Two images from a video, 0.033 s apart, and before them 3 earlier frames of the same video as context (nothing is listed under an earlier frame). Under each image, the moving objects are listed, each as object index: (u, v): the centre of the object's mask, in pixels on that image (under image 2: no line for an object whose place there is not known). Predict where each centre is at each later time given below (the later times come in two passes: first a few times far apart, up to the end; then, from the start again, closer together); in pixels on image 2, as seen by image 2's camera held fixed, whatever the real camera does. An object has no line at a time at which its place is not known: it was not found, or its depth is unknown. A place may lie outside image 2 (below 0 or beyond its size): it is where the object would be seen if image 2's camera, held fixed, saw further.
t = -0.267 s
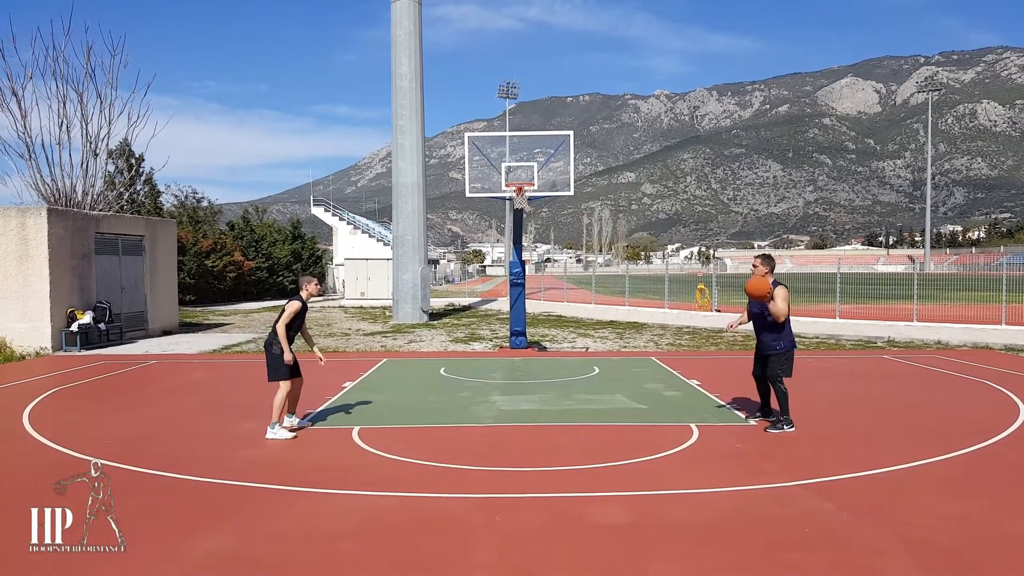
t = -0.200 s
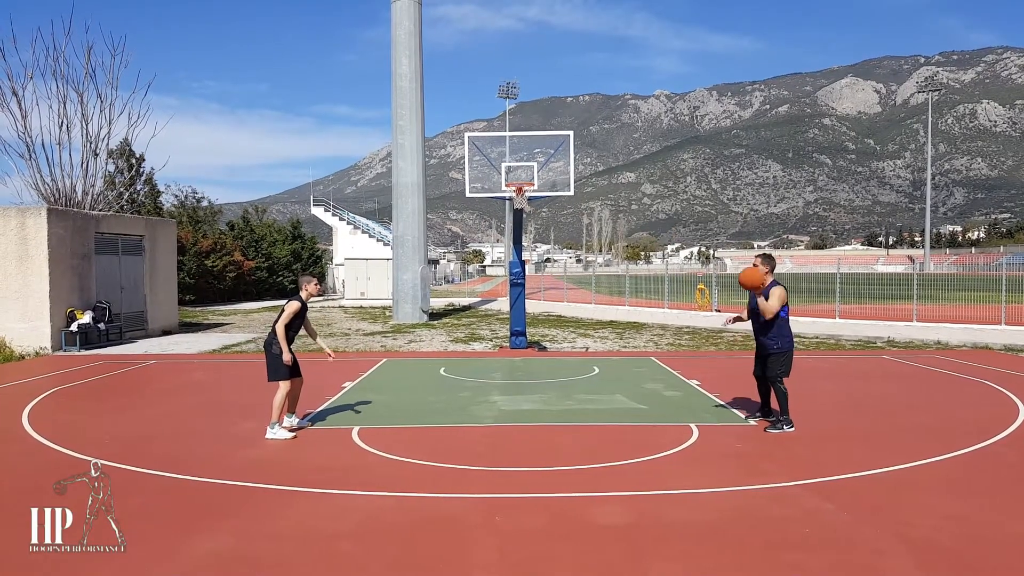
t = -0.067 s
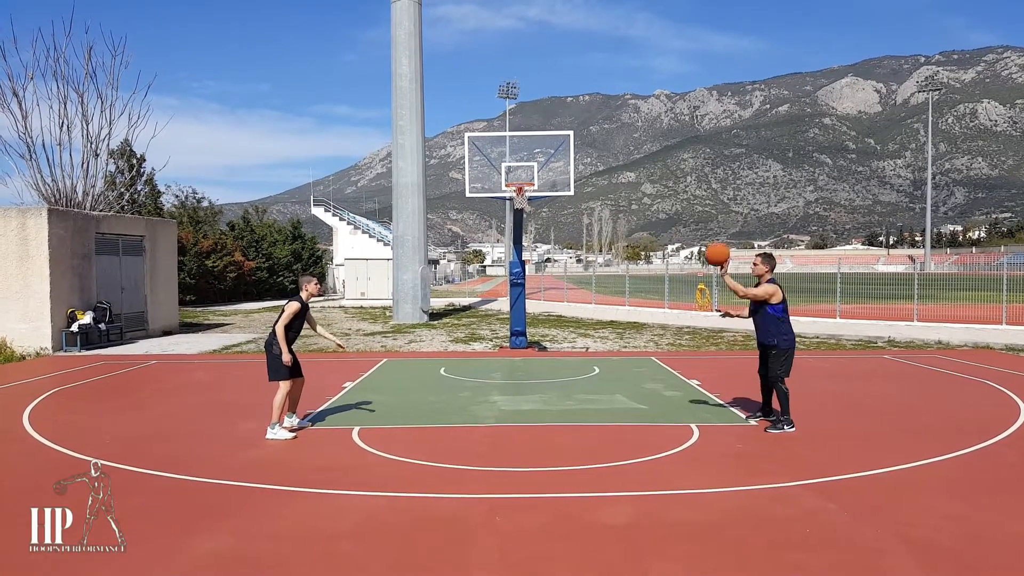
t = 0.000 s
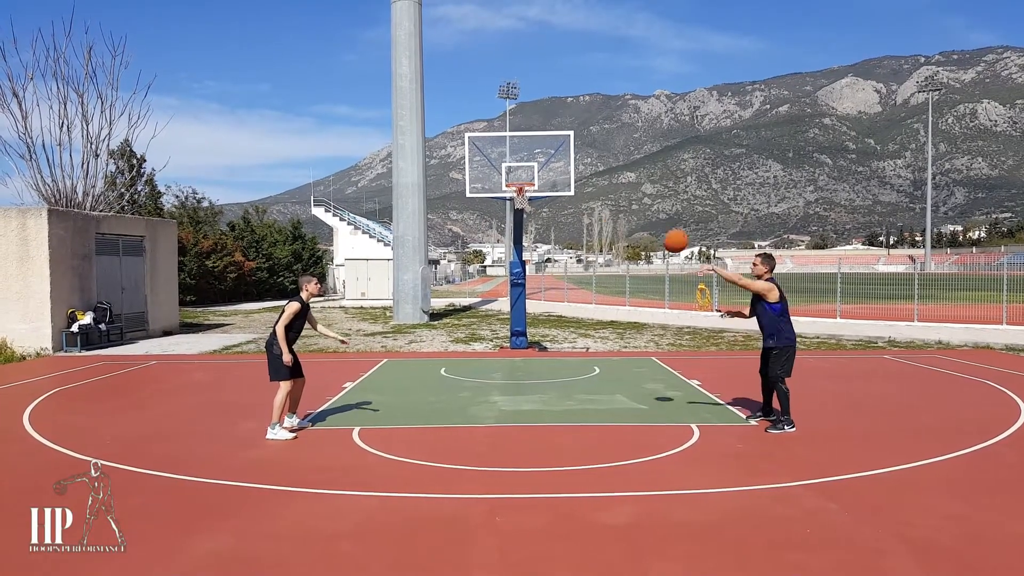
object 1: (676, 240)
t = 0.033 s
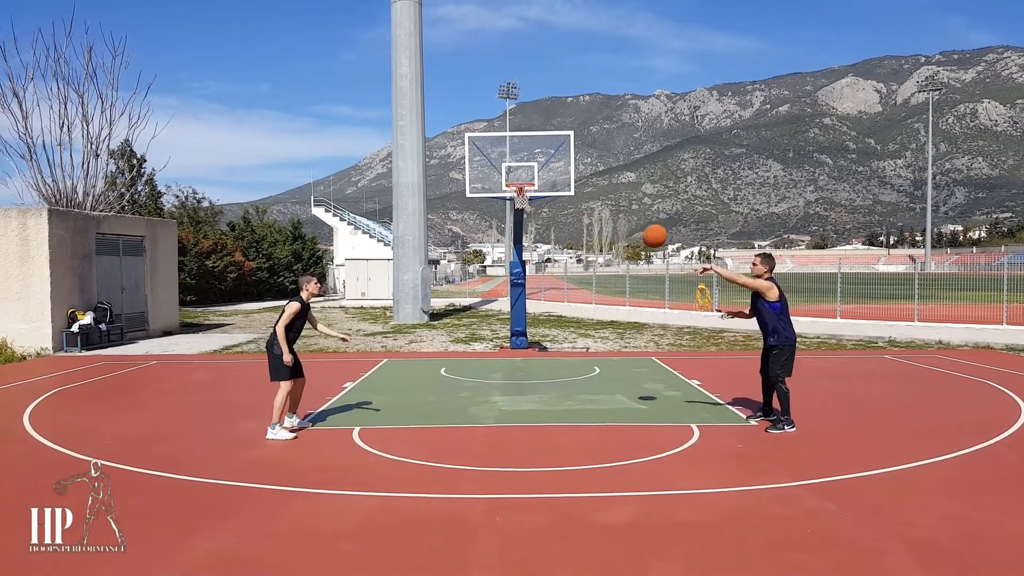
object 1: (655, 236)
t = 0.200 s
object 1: (553, 228)
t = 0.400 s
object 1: (438, 253)
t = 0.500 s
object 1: (383, 278)
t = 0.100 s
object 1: (613, 229)
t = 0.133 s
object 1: (592, 228)
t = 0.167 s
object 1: (573, 228)
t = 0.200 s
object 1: (553, 228)
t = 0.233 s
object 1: (534, 230)
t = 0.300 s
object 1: (495, 236)
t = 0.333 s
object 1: (476, 241)
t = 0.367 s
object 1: (457, 246)
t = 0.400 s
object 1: (438, 253)
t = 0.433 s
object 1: (420, 261)
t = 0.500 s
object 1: (383, 278)
